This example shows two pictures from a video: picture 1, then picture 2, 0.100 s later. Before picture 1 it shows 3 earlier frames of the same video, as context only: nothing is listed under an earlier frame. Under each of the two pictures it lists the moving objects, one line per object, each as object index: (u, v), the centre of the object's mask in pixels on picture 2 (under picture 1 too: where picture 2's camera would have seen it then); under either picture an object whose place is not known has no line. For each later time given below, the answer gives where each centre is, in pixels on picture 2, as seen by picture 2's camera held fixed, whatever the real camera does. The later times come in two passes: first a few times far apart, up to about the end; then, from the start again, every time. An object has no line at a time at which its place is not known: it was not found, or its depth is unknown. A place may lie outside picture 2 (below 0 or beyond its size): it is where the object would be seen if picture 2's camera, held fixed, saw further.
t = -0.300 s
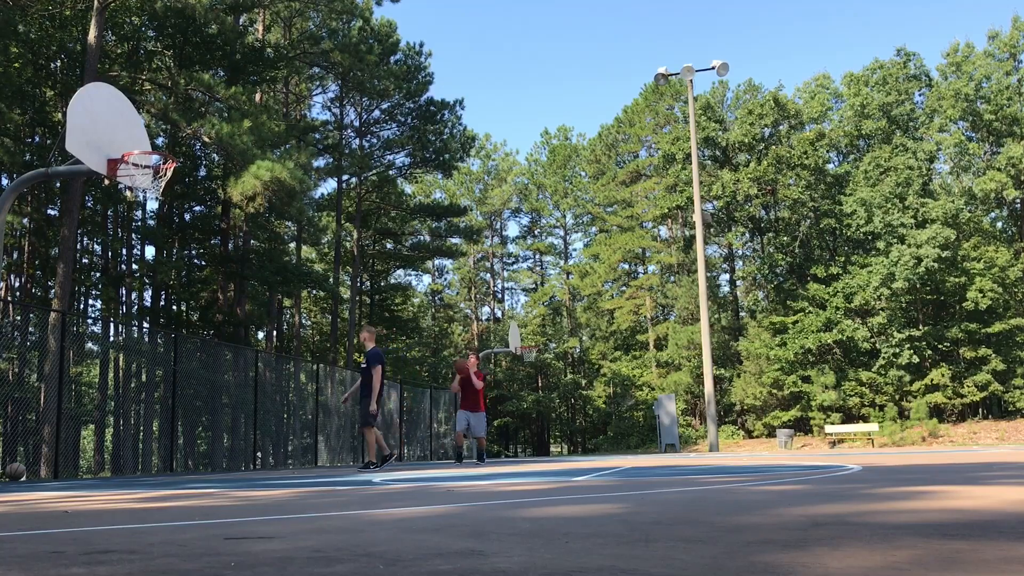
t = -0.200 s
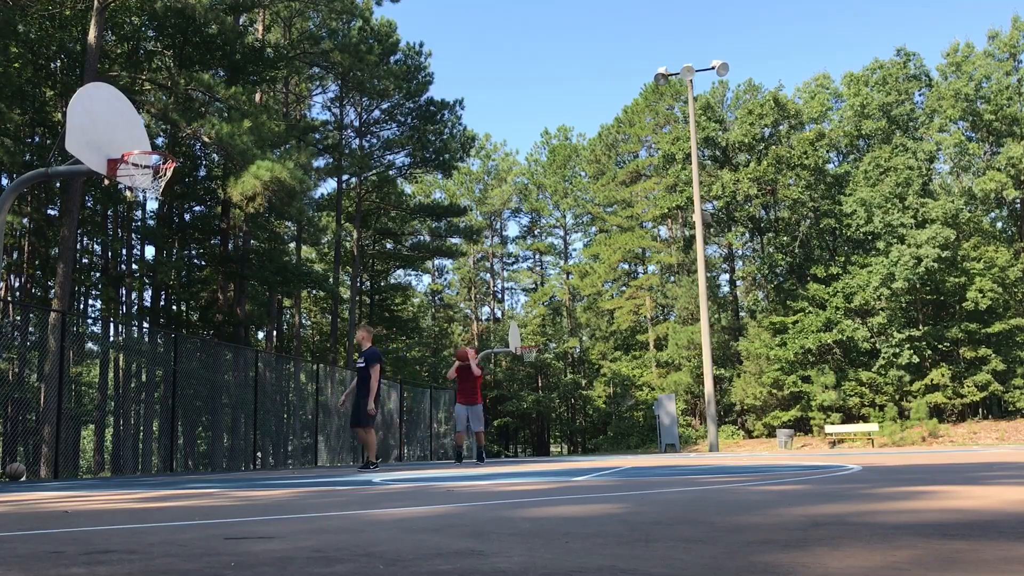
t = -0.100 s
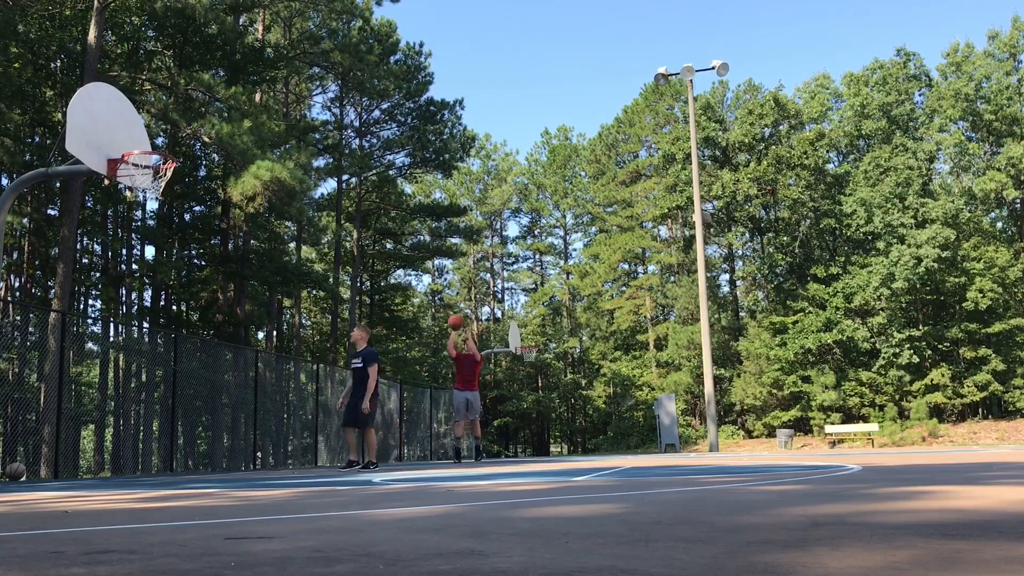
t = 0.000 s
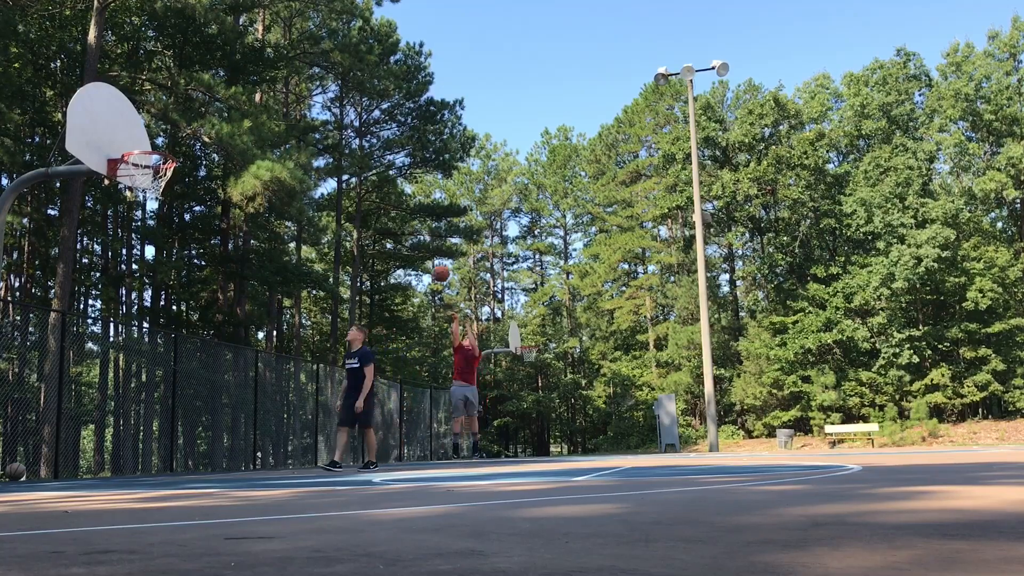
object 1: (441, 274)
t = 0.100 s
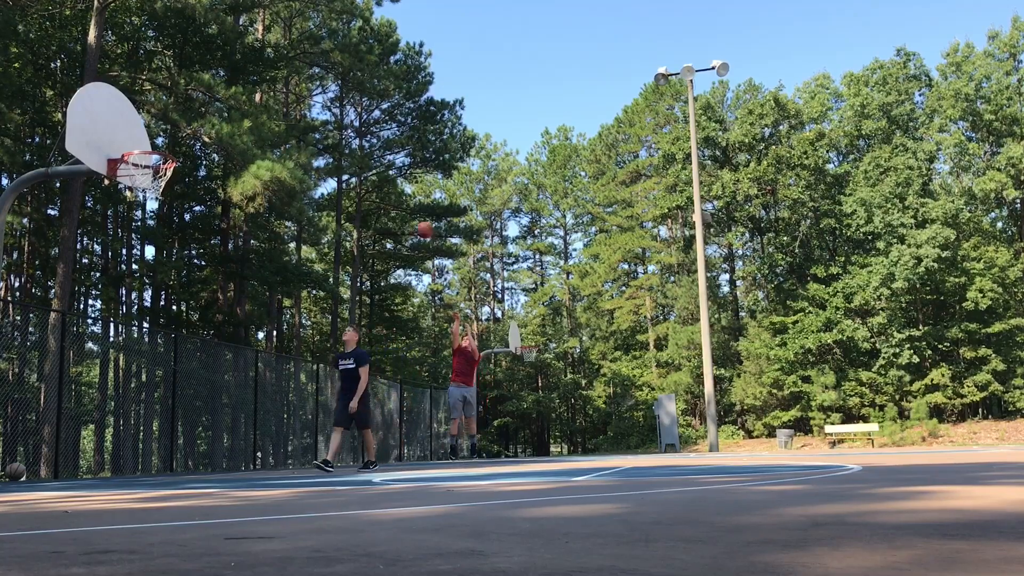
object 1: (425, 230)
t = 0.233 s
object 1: (401, 178)
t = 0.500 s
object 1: (351, 103)
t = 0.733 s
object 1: (301, 72)
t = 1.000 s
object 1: (232, 91)
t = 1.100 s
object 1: (201, 117)
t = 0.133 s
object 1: (419, 216)
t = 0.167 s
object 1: (414, 203)
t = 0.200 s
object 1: (408, 190)
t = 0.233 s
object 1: (401, 178)
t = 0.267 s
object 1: (396, 167)
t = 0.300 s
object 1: (390, 156)
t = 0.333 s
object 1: (384, 145)
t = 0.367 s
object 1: (377, 136)
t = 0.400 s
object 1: (371, 127)
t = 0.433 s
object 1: (365, 118)
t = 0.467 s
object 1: (358, 110)
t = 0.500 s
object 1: (351, 103)
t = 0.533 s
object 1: (345, 96)
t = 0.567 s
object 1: (339, 90)
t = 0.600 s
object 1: (331, 85)
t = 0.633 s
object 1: (323, 80)
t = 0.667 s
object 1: (316, 77)
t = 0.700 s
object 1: (309, 74)
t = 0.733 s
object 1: (301, 72)
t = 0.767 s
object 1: (292, 71)
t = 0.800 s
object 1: (285, 71)
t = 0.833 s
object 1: (277, 72)
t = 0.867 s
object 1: (268, 74)
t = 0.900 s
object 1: (259, 76)
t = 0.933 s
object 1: (250, 81)
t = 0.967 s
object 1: (241, 85)
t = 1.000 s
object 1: (232, 91)
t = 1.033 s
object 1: (222, 99)
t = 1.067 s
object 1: (211, 107)
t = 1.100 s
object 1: (201, 117)
